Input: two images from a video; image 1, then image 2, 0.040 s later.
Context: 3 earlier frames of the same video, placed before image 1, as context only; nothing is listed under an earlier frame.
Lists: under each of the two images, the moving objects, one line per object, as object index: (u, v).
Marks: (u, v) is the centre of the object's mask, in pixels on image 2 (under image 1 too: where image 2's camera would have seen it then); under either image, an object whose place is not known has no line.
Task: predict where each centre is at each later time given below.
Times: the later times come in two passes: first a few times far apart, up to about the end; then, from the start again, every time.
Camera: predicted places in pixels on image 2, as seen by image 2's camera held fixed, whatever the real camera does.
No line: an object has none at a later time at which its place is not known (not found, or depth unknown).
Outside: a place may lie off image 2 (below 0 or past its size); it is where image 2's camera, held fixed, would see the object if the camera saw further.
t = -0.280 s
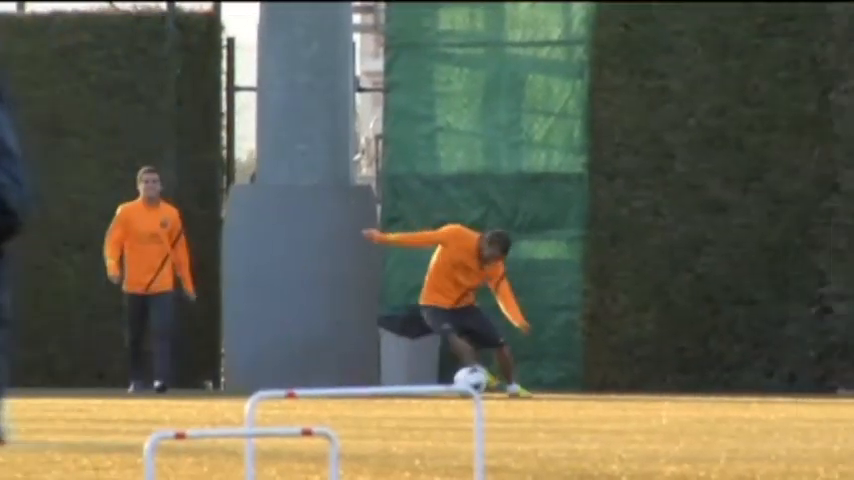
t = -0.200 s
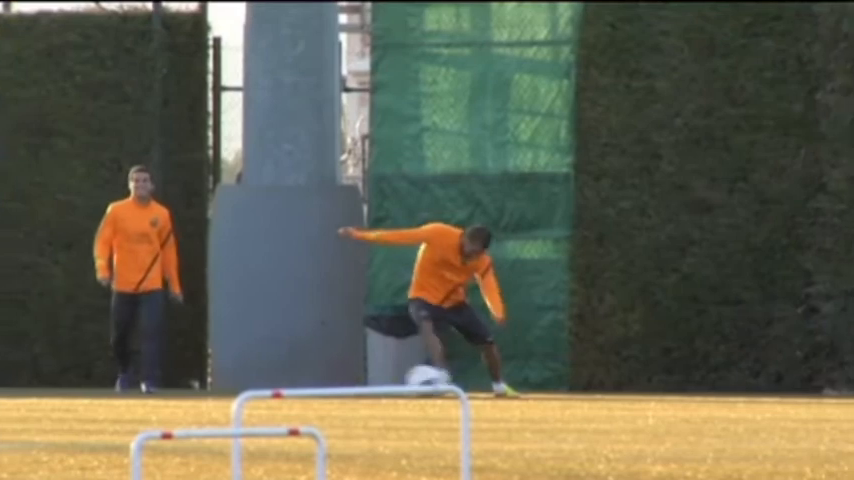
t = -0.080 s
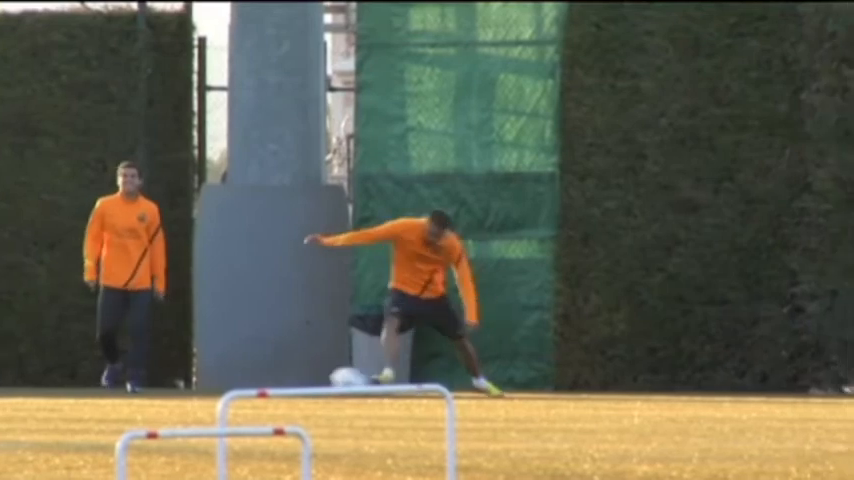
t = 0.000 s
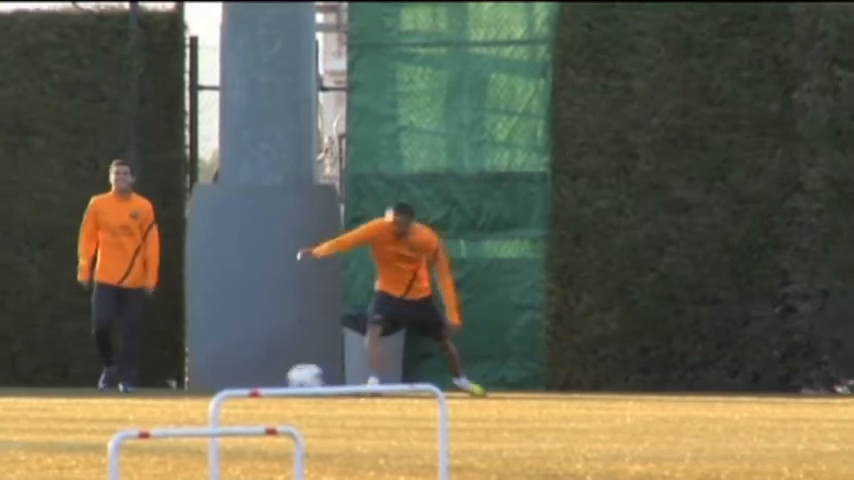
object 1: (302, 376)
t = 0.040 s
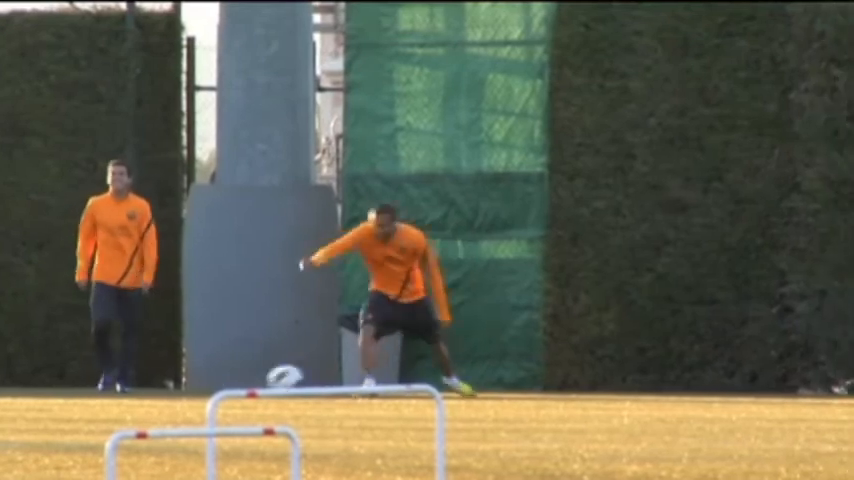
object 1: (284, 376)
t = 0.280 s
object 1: (201, 379)
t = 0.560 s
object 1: (127, 380)
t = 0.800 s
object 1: (65, 379)
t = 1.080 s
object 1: (-3, 380)
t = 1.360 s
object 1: (-69, 380)
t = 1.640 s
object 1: (-132, 382)
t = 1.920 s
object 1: (-193, 382)
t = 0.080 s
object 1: (266, 378)
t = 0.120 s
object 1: (254, 376)
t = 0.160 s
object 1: (240, 376)
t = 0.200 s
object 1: (226, 377)
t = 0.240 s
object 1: (213, 380)
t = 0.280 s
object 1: (201, 379)
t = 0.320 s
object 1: (191, 380)
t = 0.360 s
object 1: (180, 380)
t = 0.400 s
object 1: (169, 380)
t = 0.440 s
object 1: (161, 380)
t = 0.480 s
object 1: (149, 380)
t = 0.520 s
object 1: (138, 380)
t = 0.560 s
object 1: (127, 380)
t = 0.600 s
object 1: (117, 380)
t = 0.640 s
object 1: (106, 379)
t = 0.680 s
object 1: (97, 379)
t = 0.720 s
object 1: (85, 379)
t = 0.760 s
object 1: (75, 379)
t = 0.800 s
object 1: (65, 379)
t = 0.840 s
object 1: (55, 379)
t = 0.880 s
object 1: (45, 379)
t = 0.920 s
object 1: (35, 380)
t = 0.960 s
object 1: (25, 380)
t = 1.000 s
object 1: (16, 379)
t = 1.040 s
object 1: (6, 379)
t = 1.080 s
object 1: (-3, 380)
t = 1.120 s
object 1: (-13, 379)
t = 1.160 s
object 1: (-22, 380)
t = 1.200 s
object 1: (-32, 380)
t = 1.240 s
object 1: (-41, 380)
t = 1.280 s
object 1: (-50, 380)
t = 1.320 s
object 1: (-59, 380)
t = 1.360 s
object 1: (-69, 380)
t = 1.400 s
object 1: (-78, 381)
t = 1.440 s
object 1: (-87, 381)
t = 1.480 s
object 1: (-97, 382)
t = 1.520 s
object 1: (-106, 381)
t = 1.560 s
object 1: (-114, 381)
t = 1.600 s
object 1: (-123, 382)
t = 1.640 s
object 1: (-132, 382)
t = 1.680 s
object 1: (-142, 382)
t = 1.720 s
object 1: (-150, 382)
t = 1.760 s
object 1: (-159, 382)
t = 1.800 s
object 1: (-168, 382)
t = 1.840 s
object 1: (-176, 381)
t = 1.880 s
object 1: (-184, 381)
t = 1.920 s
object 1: (-193, 382)
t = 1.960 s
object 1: (-202, 382)
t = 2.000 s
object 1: (-210, 382)
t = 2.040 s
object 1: (-219, 382)
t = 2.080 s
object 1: (-227, 383)
